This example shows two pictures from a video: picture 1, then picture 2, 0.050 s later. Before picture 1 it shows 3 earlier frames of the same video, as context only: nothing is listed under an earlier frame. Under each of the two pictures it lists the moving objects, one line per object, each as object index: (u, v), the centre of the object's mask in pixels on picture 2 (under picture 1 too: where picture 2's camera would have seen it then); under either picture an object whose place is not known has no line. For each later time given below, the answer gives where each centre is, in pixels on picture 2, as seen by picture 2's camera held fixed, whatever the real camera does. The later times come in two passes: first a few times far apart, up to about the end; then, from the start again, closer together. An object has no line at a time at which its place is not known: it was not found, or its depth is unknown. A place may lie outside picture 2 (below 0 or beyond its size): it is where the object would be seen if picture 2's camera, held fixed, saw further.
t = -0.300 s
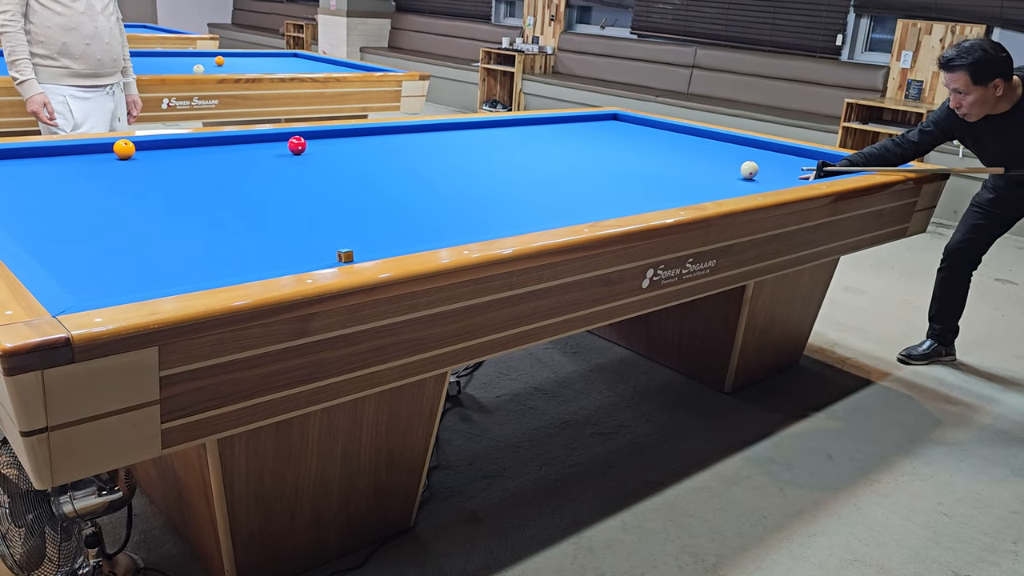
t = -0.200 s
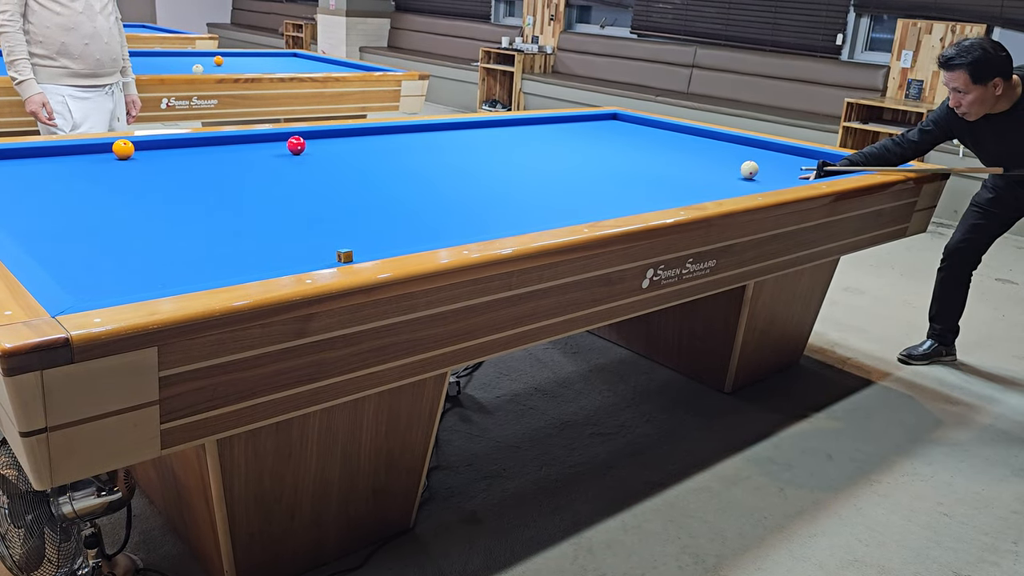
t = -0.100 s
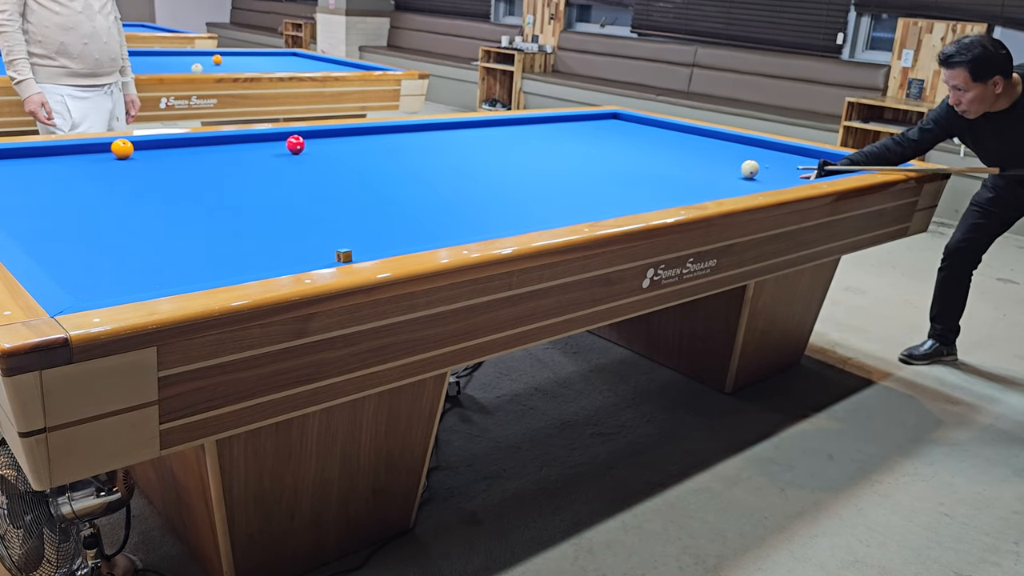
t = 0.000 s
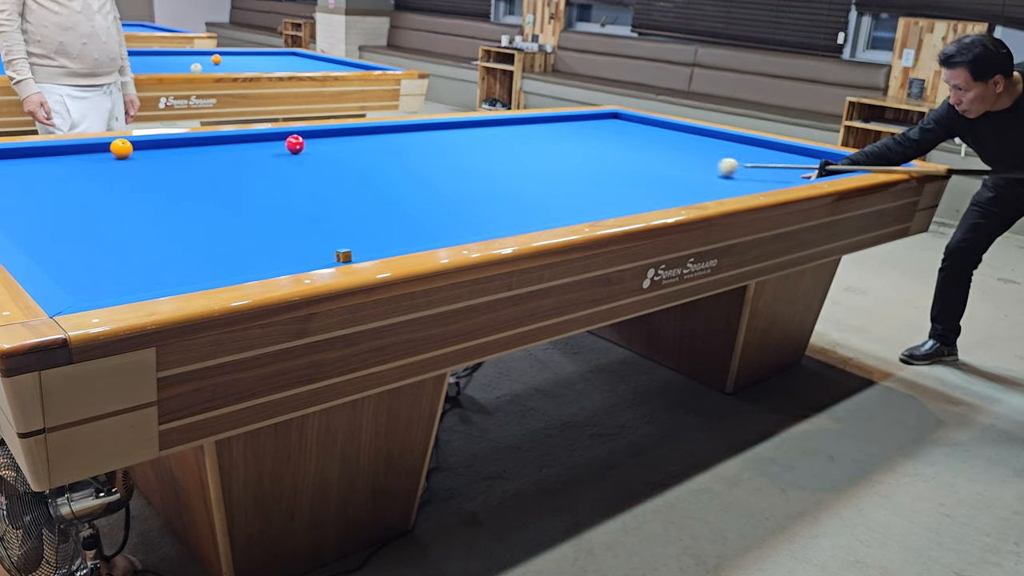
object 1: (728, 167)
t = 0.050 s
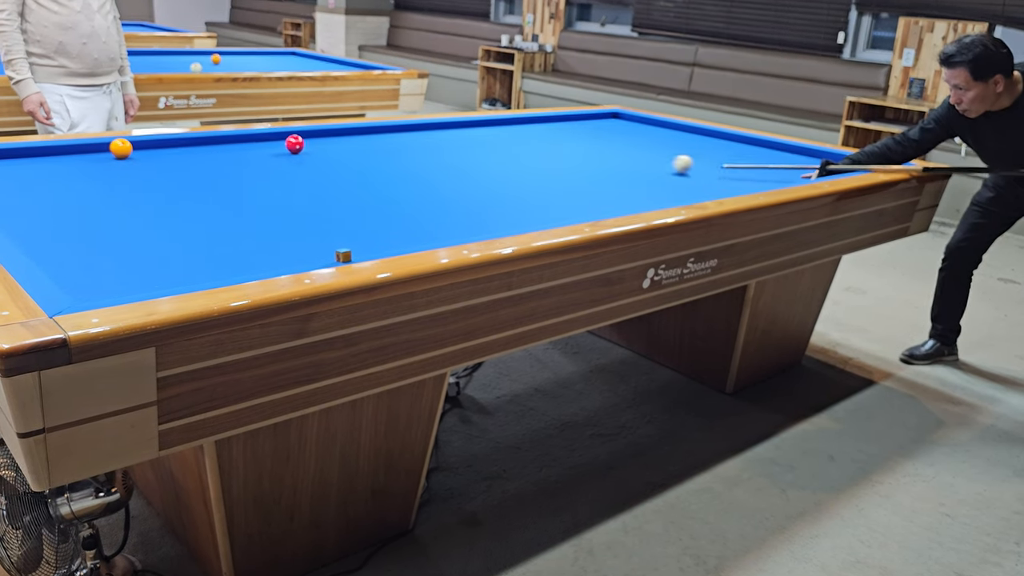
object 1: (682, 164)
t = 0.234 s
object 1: (523, 155)
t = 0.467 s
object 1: (327, 143)
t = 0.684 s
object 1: (282, 142)
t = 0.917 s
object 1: (291, 164)
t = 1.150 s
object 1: (279, 187)
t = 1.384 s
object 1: (263, 217)
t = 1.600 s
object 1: (243, 254)
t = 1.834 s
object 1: (189, 268)
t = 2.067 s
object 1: (119, 256)
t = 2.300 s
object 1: (52, 245)
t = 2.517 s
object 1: (29, 232)
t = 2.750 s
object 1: (39, 217)
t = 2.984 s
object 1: (48, 205)
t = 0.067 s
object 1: (667, 163)
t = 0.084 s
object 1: (652, 162)
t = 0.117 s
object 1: (623, 160)
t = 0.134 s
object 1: (608, 159)
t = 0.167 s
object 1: (580, 158)
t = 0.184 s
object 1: (565, 157)
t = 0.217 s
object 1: (537, 155)
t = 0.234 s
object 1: (523, 155)
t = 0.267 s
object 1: (495, 153)
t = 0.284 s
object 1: (481, 152)
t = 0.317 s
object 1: (453, 151)
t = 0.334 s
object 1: (439, 150)
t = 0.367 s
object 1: (411, 148)
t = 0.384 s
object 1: (397, 147)
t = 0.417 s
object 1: (369, 145)
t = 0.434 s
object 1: (355, 145)
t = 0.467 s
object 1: (327, 143)
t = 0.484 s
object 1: (313, 142)
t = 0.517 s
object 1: (299, 139)
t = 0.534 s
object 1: (292, 138)
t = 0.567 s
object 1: (279, 135)
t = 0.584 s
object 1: (272, 134)
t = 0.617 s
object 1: (275, 136)
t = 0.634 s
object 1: (277, 138)
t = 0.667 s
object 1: (280, 141)
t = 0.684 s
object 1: (282, 142)
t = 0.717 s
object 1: (284, 145)
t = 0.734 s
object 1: (285, 147)
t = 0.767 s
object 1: (287, 150)
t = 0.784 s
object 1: (288, 152)
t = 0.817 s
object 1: (290, 155)
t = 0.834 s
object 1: (290, 156)
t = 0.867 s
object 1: (291, 159)
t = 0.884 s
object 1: (291, 161)
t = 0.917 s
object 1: (291, 164)
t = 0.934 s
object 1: (290, 165)
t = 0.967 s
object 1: (289, 168)
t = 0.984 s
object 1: (288, 170)
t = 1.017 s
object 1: (287, 173)
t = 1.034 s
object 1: (286, 175)
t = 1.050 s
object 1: (285, 176)
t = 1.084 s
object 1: (283, 180)
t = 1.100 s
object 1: (282, 182)
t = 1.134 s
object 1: (280, 185)
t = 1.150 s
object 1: (279, 187)
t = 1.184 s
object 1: (277, 191)
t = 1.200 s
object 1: (276, 193)
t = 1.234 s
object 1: (274, 197)
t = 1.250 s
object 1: (273, 199)
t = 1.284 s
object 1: (270, 203)
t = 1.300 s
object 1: (269, 206)
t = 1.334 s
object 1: (267, 210)
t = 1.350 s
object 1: (266, 212)
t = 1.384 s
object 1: (263, 217)
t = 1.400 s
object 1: (262, 220)
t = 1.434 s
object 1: (259, 224)
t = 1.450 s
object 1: (257, 228)
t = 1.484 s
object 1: (254, 233)
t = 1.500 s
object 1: (253, 236)
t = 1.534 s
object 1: (250, 241)
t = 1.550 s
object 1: (248, 244)
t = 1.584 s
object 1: (245, 250)
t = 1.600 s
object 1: (243, 254)
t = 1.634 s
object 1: (239, 260)
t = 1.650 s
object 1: (237, 263)
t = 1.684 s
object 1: (233, 267)
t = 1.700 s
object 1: (230, 270)
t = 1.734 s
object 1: (223, 272)
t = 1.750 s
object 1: (217, 271)
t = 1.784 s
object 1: (206, 270)
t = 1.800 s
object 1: (200, 269)
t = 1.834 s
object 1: (189, 268)
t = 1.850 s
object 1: (184, 267)
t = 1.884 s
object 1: (173, 265)
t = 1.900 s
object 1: (168, 264)
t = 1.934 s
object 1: (158, 263)
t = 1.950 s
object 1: (153, 262)
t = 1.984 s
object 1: (143, 260)
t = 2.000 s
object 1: (138, 259)
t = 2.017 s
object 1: (133, 259)
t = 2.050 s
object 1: (124, 257)
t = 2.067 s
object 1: (119, 256)
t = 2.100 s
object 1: (109, 255)
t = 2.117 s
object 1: (104, 254)
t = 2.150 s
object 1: (95, 252)
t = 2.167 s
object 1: (90, 251)
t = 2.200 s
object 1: (80, 250)
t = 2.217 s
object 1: (76, 249)
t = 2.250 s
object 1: (66, 248)
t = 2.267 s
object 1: (61, 247)
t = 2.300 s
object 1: (52, 245)
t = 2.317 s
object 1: (47, 244)
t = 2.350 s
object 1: (38, 243)
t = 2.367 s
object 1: (34, 242)
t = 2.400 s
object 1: (26, 239)
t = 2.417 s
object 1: (25, 238)
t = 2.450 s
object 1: (26, 237)
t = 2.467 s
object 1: (28, 236)
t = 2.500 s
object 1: (29, 233)
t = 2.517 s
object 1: (29, 232)
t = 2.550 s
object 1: (31, 230)
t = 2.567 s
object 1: (31, 229)
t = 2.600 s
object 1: (33, 227)
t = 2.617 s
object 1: (34, 226)
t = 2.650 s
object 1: (35, 224)
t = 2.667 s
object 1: (36, 223)
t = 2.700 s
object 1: (37, 221)
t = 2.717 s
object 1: (38, 219)
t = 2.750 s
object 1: (39, 217)
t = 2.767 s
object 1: (39, 217)
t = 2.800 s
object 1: (41, 215)
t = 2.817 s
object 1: (42, 214)
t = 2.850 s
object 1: (43, 212)
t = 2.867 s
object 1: (43, 211)
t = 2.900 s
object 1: (45, 209)
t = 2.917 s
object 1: (45, 208)
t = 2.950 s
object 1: (46, 207)
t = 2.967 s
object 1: (47, 206)
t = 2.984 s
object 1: (48, 205)
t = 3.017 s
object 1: (49, 204)
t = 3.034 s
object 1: (49, 203)
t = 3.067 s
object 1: (50, 201)
